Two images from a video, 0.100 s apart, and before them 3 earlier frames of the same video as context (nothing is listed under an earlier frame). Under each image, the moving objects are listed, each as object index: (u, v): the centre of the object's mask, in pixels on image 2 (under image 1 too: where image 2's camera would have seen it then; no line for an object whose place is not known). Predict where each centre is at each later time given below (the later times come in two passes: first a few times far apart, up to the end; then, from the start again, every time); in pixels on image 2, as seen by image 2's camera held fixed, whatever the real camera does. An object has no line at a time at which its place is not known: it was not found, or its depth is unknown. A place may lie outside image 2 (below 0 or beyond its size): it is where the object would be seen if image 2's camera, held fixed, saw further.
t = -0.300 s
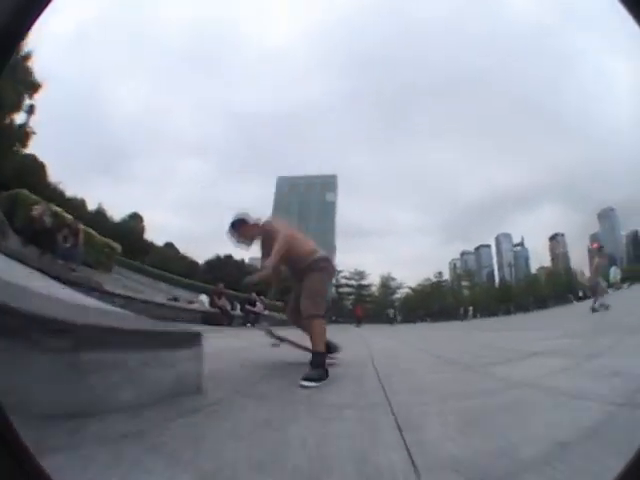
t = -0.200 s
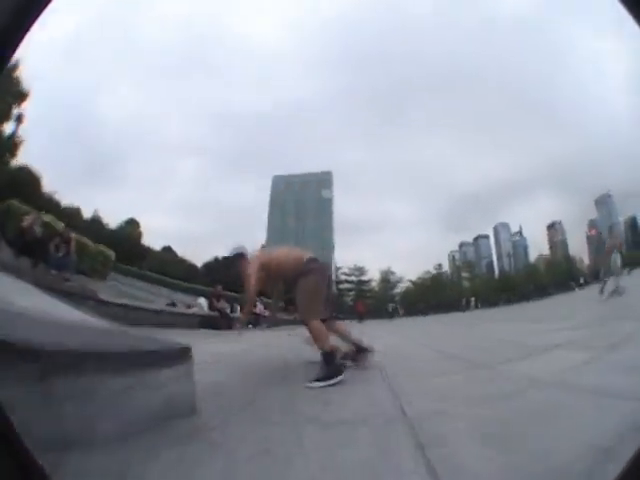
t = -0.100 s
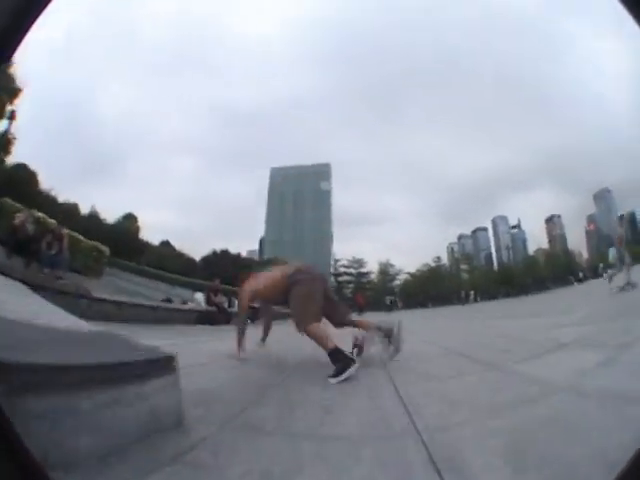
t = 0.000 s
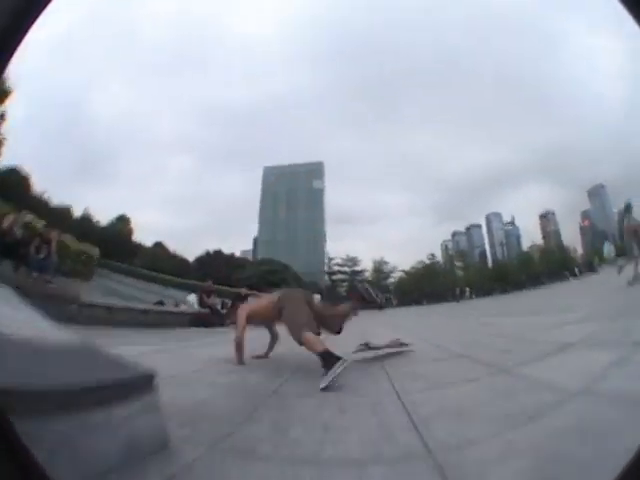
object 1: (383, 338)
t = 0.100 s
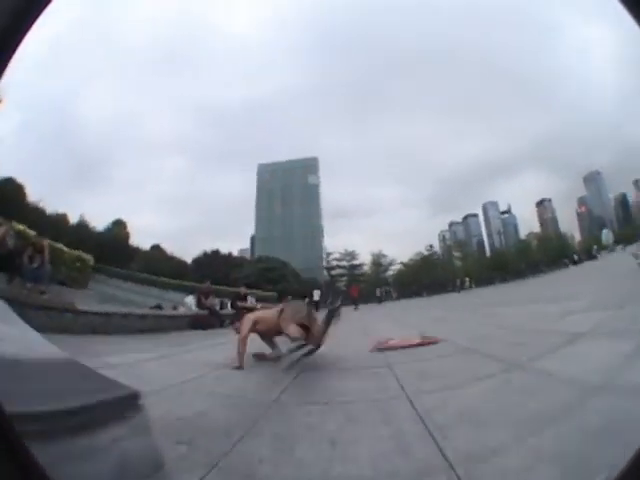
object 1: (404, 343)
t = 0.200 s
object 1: (421, 339)
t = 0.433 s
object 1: (442, 341)
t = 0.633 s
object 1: (454, 338)
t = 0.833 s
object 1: (459, 335)
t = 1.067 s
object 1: (463, 331)
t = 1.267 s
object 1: (467, 331)
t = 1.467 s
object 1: (466, 331)
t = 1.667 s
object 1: (466, 332)
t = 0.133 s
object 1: (410, 342)
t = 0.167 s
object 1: (417, 341)
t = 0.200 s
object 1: (421, 339)
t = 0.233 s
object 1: (425, 339)
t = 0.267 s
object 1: (428, 338)
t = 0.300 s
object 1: (432, 339)
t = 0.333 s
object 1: (436, 339)
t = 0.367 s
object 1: (438, 341)
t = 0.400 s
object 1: (440, 341)
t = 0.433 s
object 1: (442, 341)
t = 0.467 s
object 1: (446, 340)
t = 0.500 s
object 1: (447, 339)
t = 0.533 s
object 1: (450, 338)
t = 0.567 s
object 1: (451, 338)
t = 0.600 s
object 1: (453, 338)
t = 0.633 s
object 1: (454, 338)
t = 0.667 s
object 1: (456, 338)
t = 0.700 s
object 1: (457, 338)
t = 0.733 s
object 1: (456, 337)
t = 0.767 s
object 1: (458, 336)
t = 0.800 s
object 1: (458, 336)
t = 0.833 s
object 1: (459, 335)
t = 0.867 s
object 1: (461, 335)
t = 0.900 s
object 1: (462, 335)
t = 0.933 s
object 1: (462, 333)
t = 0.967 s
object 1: (462, 333)
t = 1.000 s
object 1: (463, 332)
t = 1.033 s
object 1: (463, 331)
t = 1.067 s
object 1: (463, 331)
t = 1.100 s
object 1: (464, 331)
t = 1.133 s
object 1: (464, 331)
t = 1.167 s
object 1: (465, 331)
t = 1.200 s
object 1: (465, 331)
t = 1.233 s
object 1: (466, 331)
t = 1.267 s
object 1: (467, 331)
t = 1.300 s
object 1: (466, 331)
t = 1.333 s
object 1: (467, 330)
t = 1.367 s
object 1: (467, 331)
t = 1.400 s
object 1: (467, 331)
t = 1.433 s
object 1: (466, 331)
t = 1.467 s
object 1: (466, 331)
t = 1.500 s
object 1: (466, 331)
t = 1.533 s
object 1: (466, 331)
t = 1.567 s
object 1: (467, 331)
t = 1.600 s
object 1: (467, 332)
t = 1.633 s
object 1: (466, 332)
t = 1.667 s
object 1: (466, 332)
